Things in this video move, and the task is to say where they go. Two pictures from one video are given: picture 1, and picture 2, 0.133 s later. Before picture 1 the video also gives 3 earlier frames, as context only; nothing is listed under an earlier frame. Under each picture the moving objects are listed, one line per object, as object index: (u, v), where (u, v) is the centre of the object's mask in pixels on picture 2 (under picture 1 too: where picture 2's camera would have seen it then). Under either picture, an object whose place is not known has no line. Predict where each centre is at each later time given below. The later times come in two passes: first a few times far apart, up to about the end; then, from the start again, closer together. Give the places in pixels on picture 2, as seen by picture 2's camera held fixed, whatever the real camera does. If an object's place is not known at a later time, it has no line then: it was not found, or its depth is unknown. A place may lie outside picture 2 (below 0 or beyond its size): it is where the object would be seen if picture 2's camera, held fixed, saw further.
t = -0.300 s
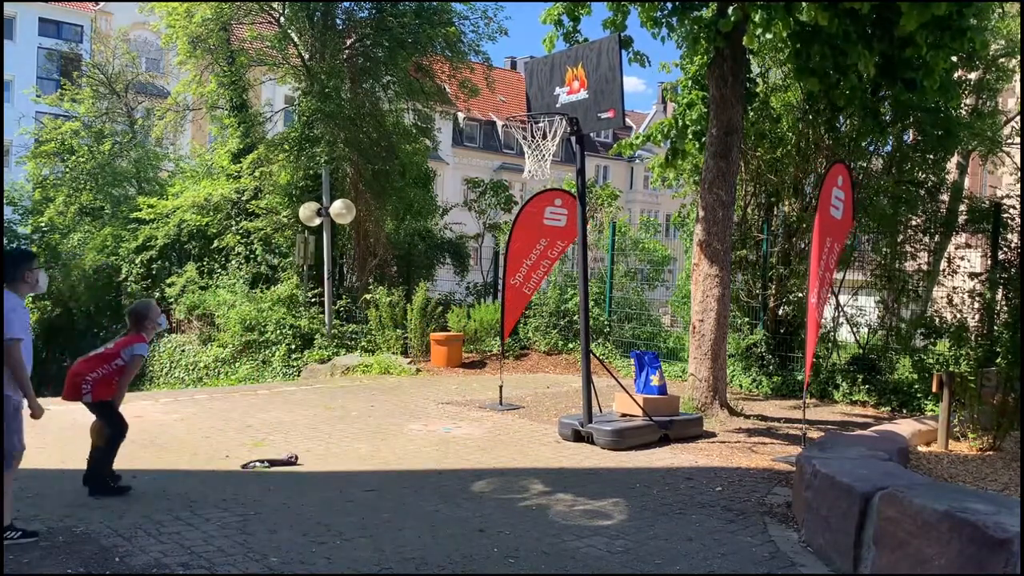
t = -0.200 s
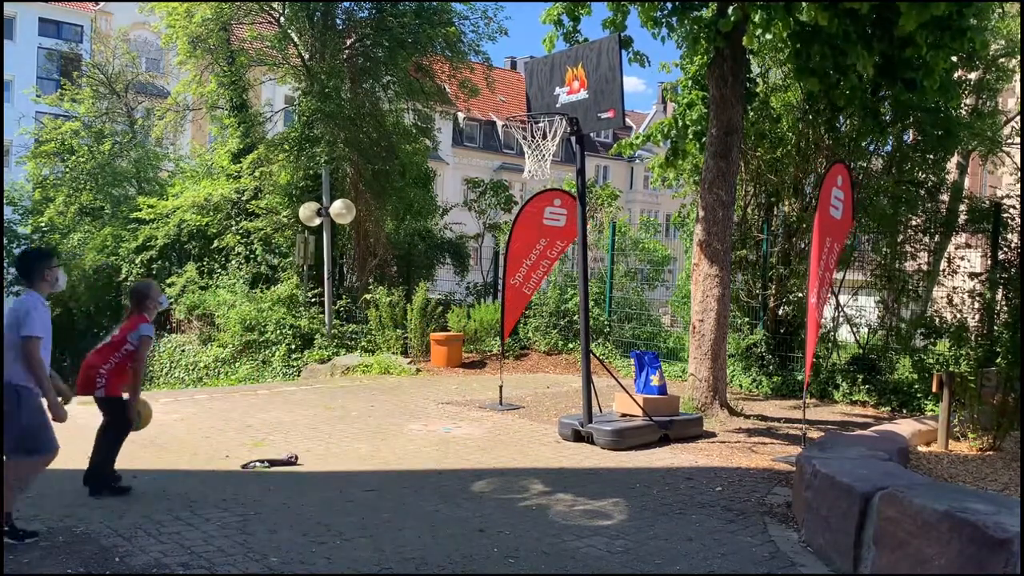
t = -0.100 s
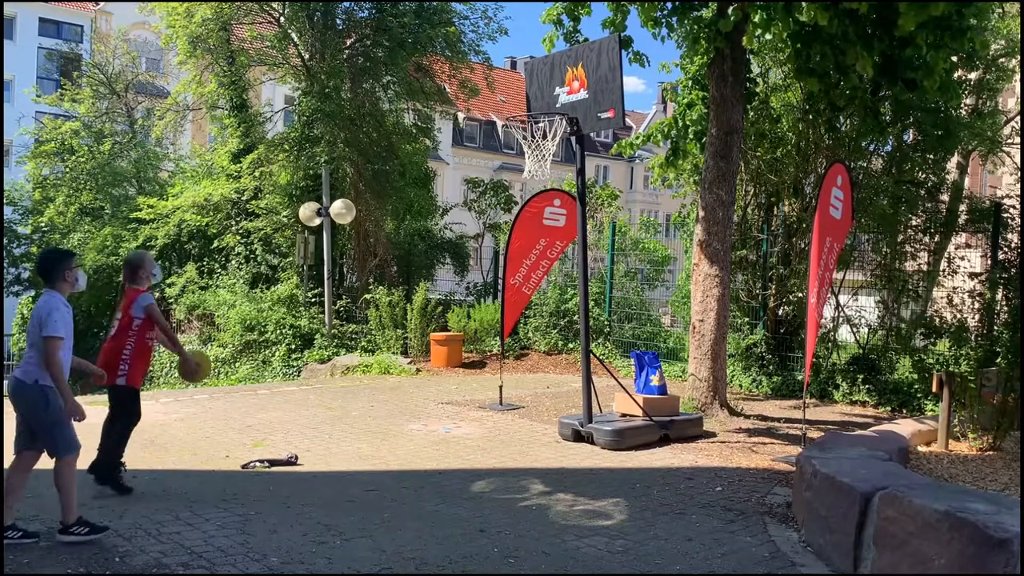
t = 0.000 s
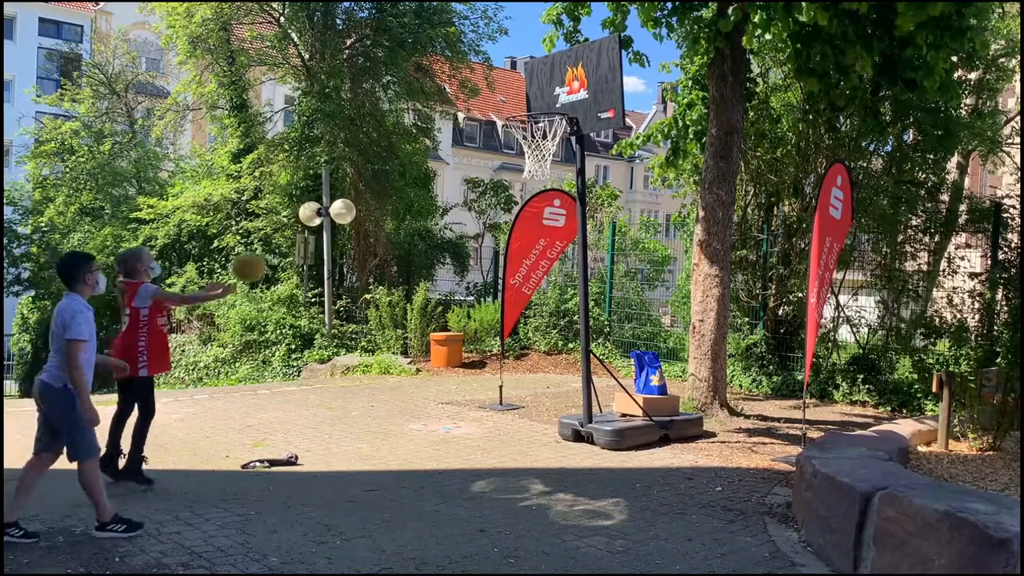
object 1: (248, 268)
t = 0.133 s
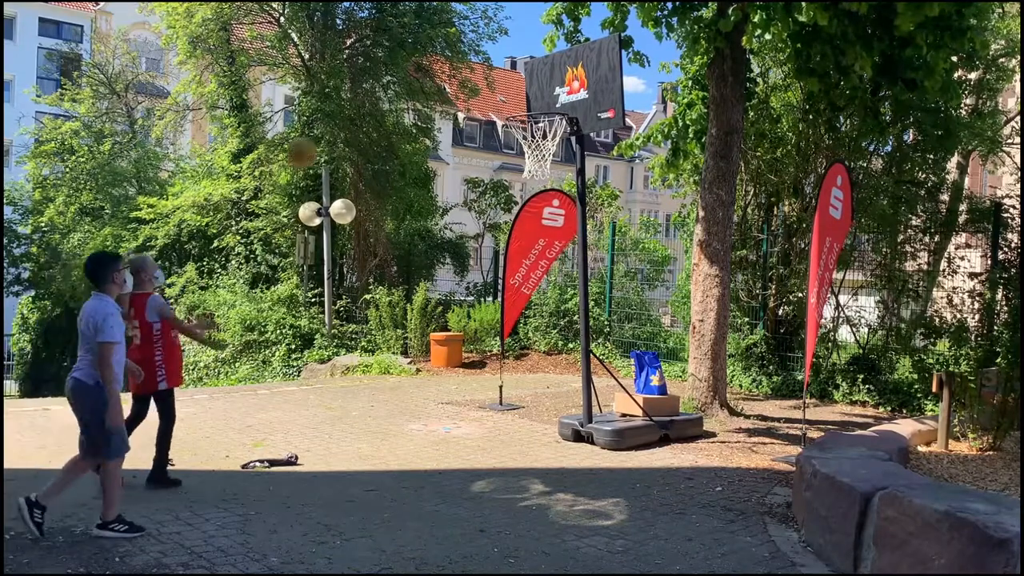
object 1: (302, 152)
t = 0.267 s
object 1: (347, 71)
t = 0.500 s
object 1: (421, 9)
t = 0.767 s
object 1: (490, 19)
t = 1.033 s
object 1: (538, 111)
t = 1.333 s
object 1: (513, 194)
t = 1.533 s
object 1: (496, 294)
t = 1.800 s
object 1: (474, 370)
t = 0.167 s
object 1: (314, 129)
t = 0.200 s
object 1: (326, 108)
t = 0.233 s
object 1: (337, 88)
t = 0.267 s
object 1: (347, 71)
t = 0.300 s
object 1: (358, 56)
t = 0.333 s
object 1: (370, 43)
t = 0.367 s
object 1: (381, 31)
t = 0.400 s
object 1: (391, 22)
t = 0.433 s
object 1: (401, 15)
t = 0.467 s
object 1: (411, 11)
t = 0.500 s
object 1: (421, 9)
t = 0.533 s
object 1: (430, 7)
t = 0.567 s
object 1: (439, 7)
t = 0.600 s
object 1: (448, 7)
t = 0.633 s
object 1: (456, 7)
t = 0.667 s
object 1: (465, 8)
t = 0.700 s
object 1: (474, 10)
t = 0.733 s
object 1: (481, 13)
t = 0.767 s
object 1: (490, 19)
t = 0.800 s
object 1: (498, 28)
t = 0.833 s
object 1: (505, 38)
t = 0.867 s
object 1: (513, 49)
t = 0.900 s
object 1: (520, 61)
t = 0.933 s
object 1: (527, 73)
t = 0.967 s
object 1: (534, 88)
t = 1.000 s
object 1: (540, 102)
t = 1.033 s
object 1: (538, 111)
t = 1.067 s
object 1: (534, 119)
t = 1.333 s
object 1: (513, 194)
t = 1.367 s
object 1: (510, 208)
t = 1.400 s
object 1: (507, 223)
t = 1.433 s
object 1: (504, 239)
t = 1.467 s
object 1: (501, 257)
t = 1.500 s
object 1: (499, 275)
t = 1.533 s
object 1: (496, 294)
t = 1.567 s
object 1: (494, 313)
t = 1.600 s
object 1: (491, 334)
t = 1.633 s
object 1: (489, 357)
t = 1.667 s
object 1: (486, 378)
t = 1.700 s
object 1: (483, 402)
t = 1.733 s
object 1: (480, 408)
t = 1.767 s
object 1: (477, 388)
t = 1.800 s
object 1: (474, 370)
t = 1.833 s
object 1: (471, 353)
